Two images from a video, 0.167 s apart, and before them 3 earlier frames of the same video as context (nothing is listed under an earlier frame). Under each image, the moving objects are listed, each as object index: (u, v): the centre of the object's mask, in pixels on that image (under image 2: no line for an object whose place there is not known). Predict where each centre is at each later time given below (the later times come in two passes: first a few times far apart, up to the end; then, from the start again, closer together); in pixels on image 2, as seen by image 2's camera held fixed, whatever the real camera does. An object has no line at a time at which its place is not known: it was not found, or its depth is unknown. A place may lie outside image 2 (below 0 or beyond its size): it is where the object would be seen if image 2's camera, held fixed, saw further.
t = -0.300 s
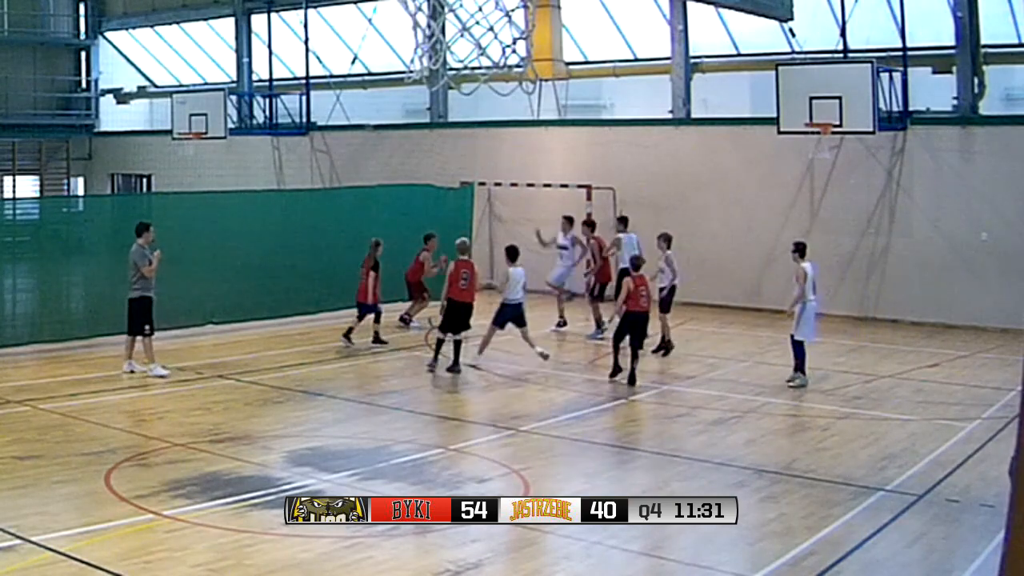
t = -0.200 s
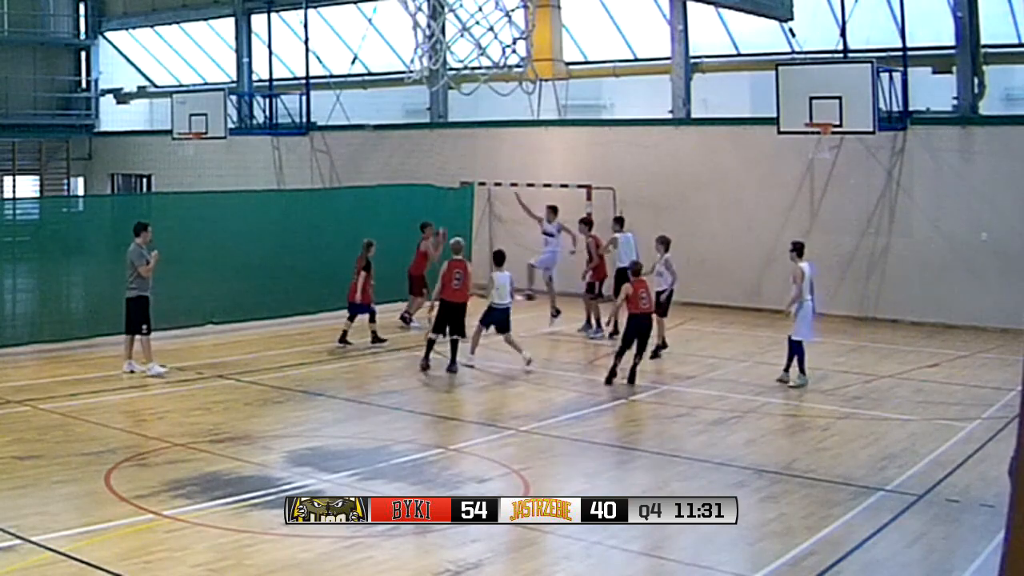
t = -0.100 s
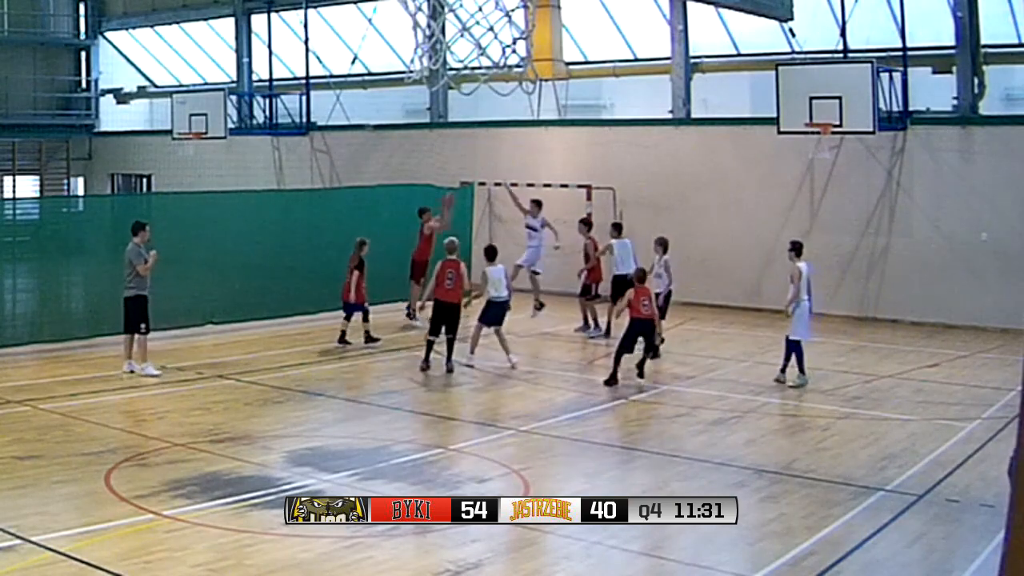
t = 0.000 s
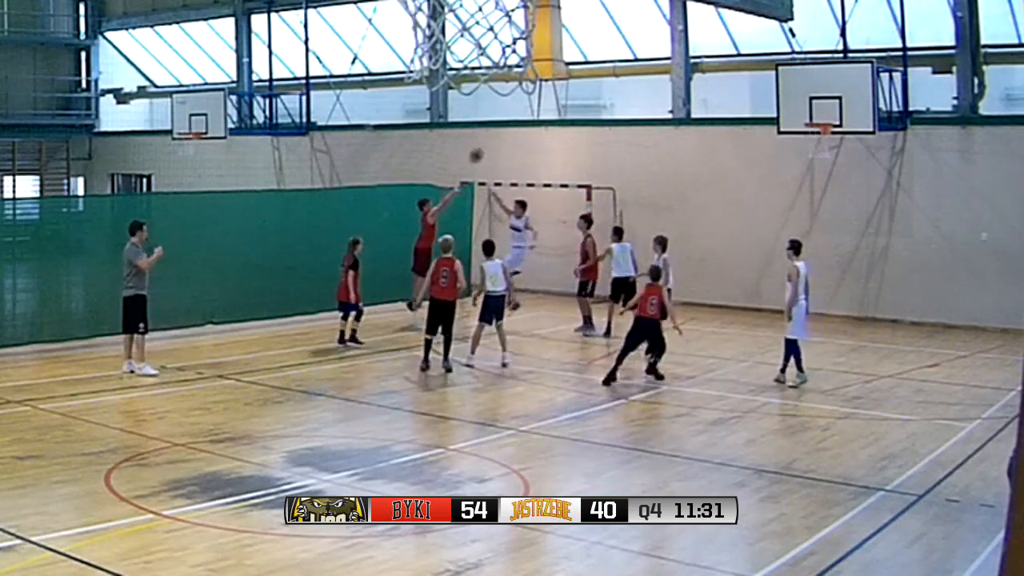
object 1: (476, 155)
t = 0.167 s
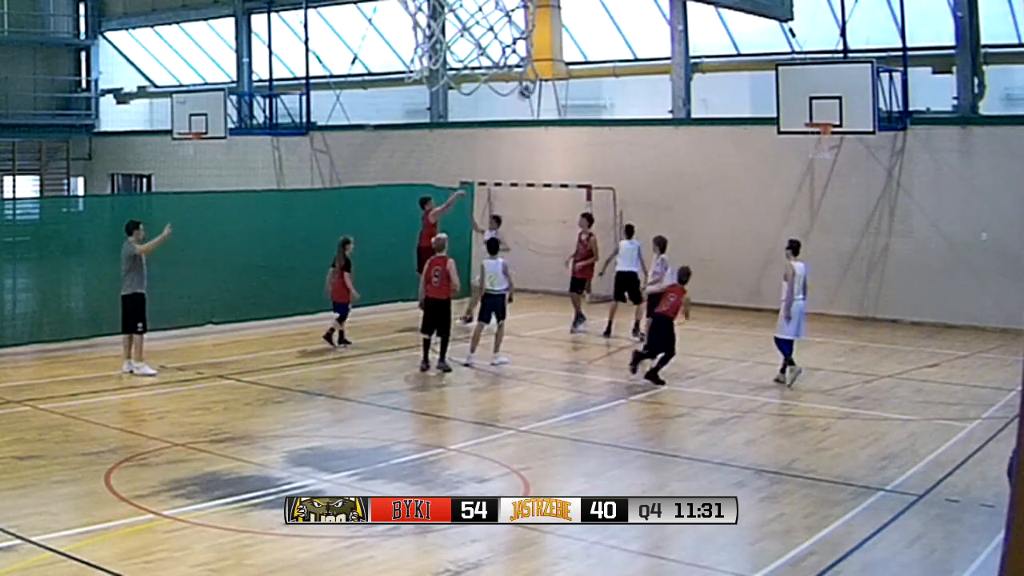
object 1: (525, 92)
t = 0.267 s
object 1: (554, 63)
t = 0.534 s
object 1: (630, 17)
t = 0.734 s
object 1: (687, 15)
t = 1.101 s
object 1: (790, 84)
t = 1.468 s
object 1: (832, 218)
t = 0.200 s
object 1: (534, 83)
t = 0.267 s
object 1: (554, 63)
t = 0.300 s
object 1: (563, 56)
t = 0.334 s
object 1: (574, 47)
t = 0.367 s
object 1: (582, 41)
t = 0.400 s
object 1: (592, 34)
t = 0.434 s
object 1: (601, 29)
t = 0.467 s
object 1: (611, 24)
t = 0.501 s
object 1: (619, 21)
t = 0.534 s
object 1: (630, 17)
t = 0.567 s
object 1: (639, 15)
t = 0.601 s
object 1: (648, 14)
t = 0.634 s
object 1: (659, 13)
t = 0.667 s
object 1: (667, 13)
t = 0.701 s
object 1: (676, 13)
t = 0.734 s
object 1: (687, 15)
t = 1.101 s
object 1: (790, 84)
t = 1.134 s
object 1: (799, 94)
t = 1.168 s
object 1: (808, 107)
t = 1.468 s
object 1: (832, 218)
